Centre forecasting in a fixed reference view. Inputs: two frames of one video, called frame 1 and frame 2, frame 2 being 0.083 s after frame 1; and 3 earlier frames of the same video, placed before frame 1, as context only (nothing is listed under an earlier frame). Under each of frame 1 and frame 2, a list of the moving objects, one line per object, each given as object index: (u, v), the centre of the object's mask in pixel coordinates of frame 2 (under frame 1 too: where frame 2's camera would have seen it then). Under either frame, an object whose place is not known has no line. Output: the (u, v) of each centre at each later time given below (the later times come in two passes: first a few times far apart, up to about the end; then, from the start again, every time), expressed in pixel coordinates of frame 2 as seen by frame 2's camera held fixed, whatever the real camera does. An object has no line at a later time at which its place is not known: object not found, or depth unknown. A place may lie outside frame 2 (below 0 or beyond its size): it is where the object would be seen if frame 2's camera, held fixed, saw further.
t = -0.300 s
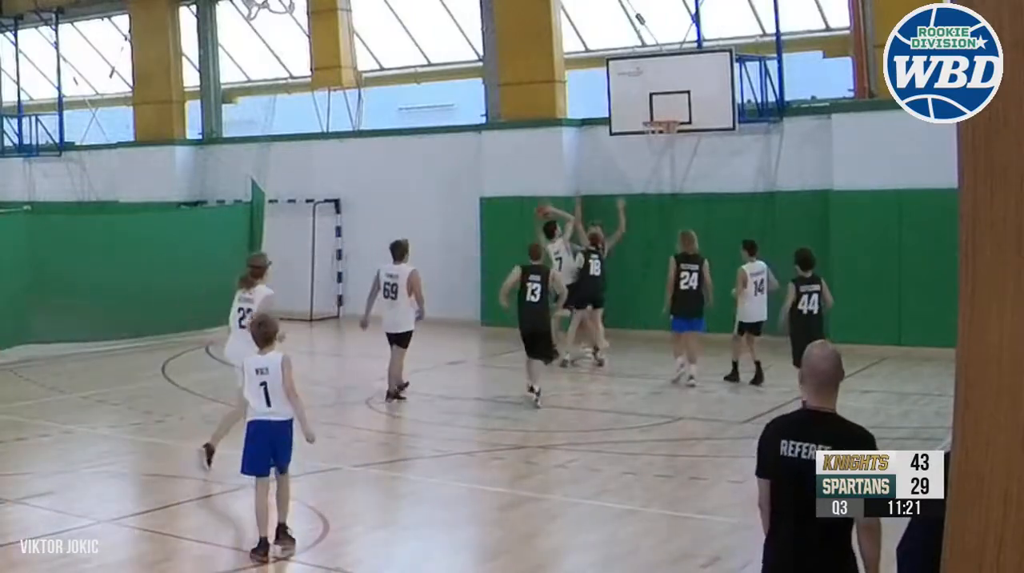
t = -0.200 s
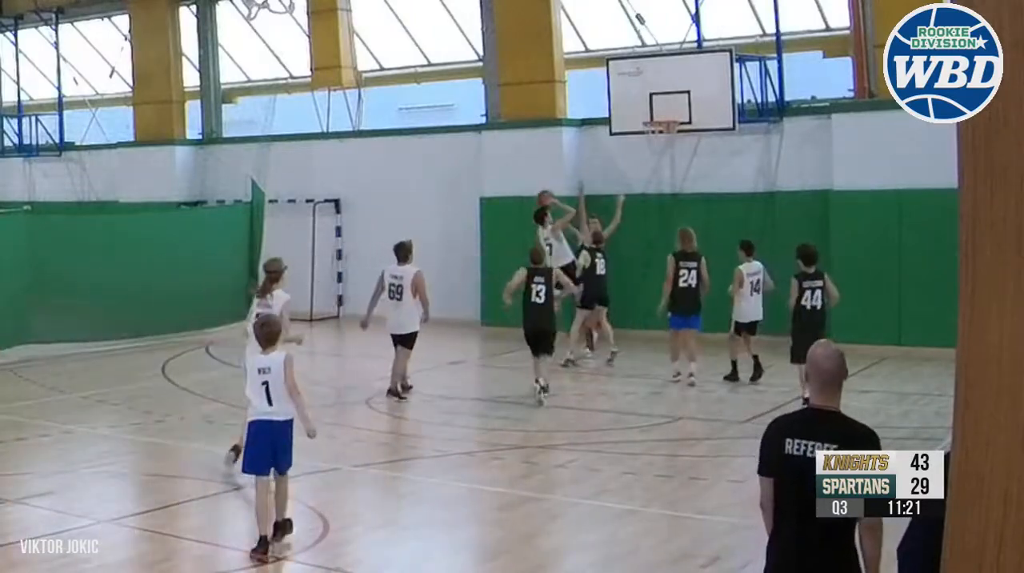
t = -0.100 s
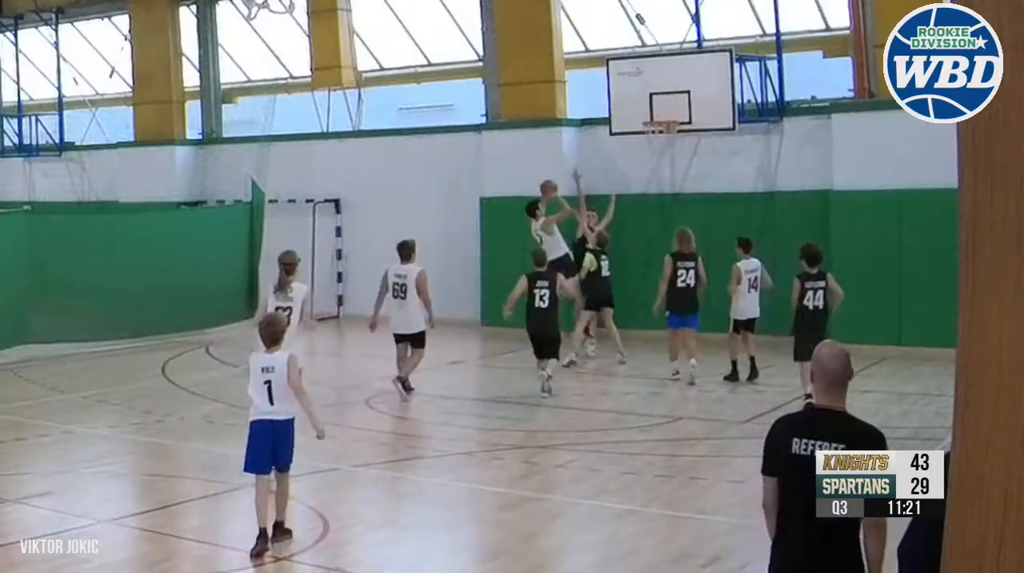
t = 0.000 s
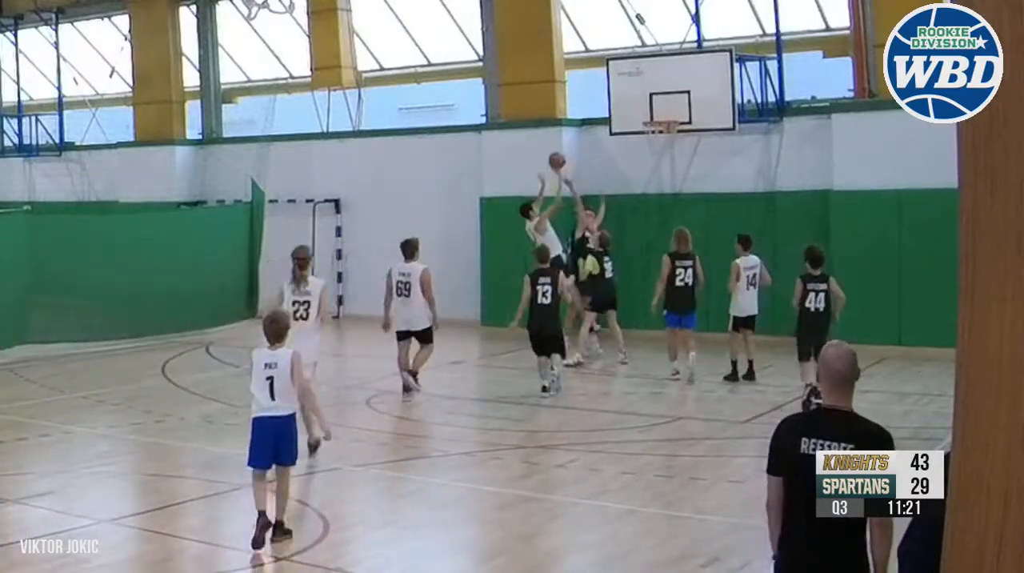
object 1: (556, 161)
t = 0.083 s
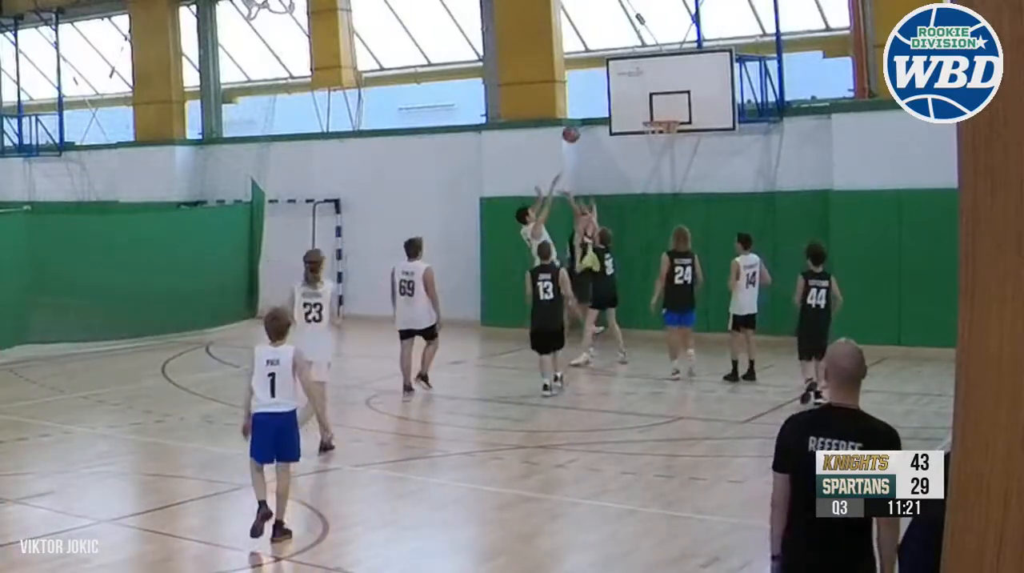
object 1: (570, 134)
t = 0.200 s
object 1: (590, 106)
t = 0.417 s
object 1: (627, 82)
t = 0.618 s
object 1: (654, 90)
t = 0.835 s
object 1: (665, 136)
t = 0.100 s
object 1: (574, 132)
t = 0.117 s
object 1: (576, 125)
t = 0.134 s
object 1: (579, 121)
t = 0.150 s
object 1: (582, 116)
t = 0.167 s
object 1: (585, 113)
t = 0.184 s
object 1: (588, 109)
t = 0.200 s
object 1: (590, 106)
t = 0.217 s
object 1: (593, 103)
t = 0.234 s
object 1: (596, 100)
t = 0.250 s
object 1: (599, 97)
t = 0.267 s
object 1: (601, 95)
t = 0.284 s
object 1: (604, 93)
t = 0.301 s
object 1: (607, 91)
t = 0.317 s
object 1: (610, 89)
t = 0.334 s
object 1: (613, 87)
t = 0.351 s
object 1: (616, 85)
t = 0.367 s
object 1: (618, 84)
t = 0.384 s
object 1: (621, 83)
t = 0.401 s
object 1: (624, 82)
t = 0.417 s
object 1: (627, 82)
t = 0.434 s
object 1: (629, 81)
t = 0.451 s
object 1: (632, 81)
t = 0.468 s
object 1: (635, 81)
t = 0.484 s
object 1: (638, 82)
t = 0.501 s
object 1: (641, 82)
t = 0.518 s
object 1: (644, 83)
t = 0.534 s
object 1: (647, 83)
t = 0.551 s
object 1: (650, 85)
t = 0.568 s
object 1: (651, 86)
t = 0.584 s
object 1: (653, 87)
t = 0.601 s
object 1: (653, 89)
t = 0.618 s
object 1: (654, 90)
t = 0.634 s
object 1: (655, 92)
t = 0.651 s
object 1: (656, 95)
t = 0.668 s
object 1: (657, 97)
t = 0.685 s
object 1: (659, 100)
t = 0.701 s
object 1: (659, 103)
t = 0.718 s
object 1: (660, 106)
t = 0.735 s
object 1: (660, 109)
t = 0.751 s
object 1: (661, 113)
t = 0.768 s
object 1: (662, 115)
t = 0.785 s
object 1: (663, 119)
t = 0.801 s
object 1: (664, 124)
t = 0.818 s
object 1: (664, 131)
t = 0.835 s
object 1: (665, 136)
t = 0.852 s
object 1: (666, 140)
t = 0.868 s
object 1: (667, 143)
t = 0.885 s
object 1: (668, 146)
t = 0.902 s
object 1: (668, 147)
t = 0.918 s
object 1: (667, 148)
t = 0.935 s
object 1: (667, 149)
